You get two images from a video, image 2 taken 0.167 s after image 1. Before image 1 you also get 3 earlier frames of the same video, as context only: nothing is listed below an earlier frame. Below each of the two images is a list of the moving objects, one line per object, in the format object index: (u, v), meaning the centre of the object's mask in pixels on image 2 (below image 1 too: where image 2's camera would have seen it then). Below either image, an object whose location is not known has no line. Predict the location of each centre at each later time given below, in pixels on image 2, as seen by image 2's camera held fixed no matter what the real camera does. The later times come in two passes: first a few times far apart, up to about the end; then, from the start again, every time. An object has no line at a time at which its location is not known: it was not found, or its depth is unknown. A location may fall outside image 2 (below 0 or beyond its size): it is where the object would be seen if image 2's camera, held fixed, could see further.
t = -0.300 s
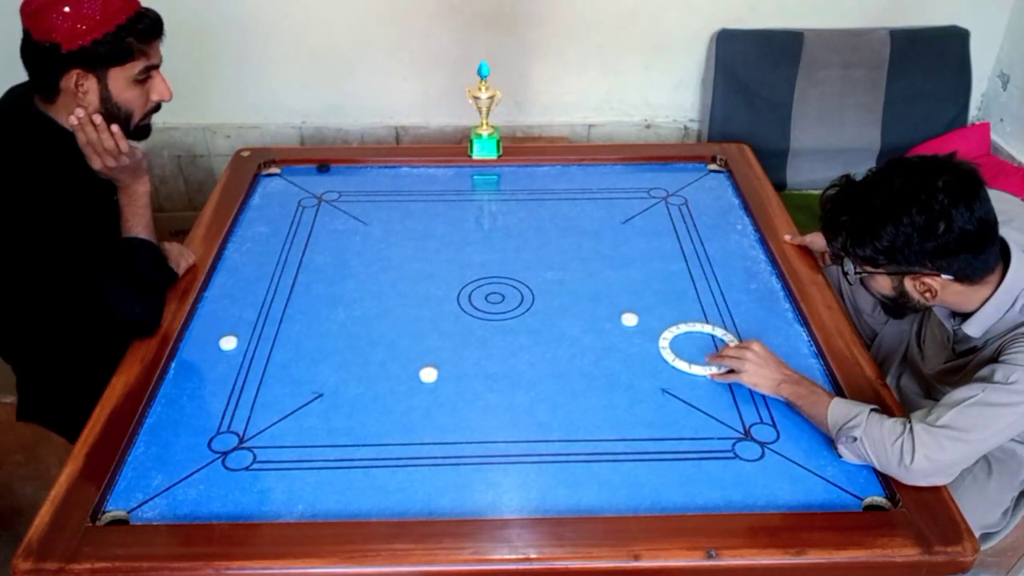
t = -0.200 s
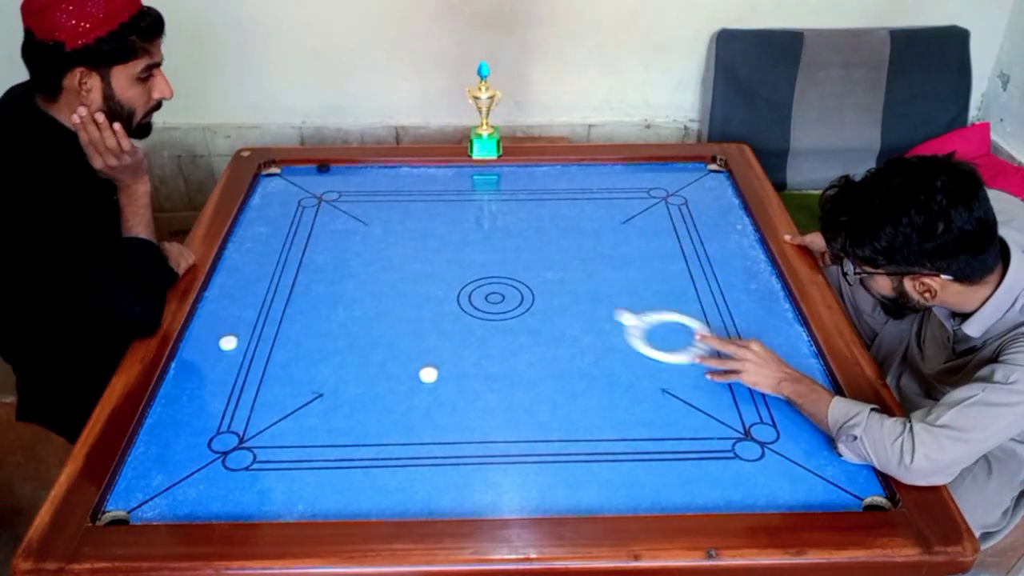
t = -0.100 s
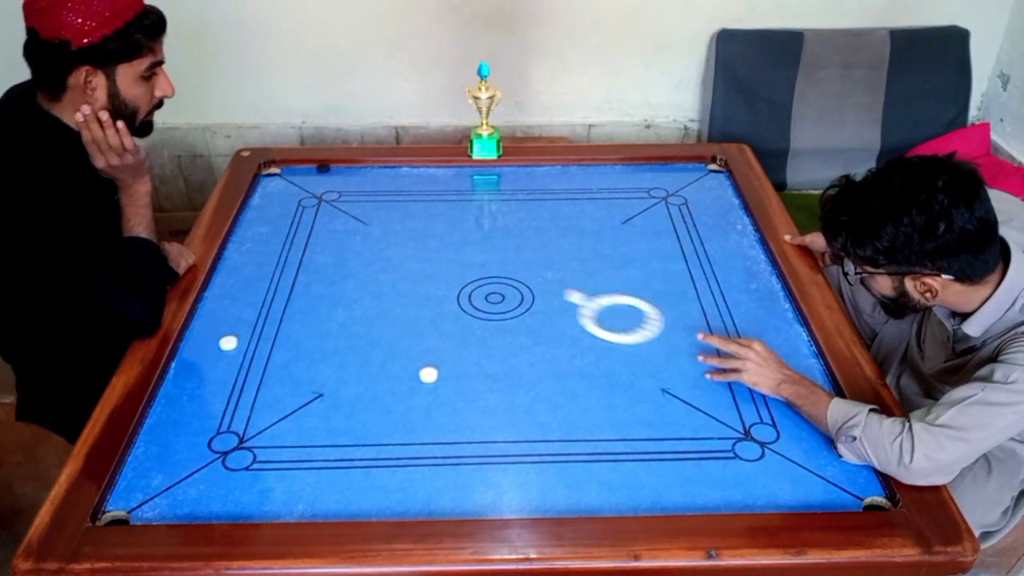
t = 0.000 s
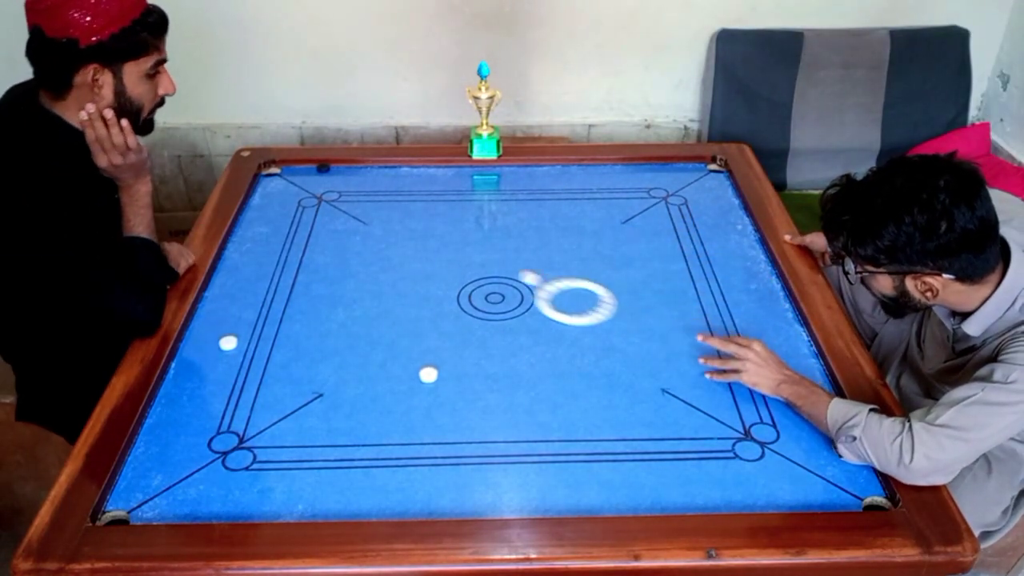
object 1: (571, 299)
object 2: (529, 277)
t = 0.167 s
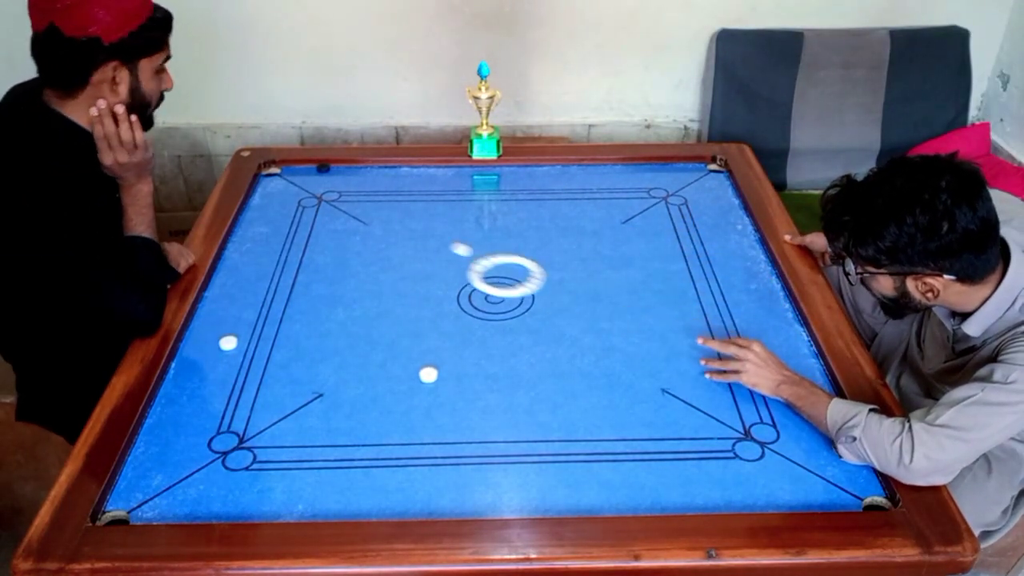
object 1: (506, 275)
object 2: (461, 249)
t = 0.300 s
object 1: (456, 257)
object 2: (411, 228)
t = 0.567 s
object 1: (367, 223)
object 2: (324, 193)
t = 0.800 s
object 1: (300, 198)
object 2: (271, 171)
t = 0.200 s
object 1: (493, 271)
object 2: (448, 243)
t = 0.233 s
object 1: (480, 266)
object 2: (435, 238)
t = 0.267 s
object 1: (468, 261)
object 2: (423, 233)
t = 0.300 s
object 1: (456, 257)
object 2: (411, 228)
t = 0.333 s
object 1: (444, 252)
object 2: (399, 224)
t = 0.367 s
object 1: (433, 248)
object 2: (388, 219)
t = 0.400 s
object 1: (421, 244)
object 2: (376, 214)
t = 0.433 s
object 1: (410, 239)
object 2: (365, 210)
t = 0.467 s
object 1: (399, 235)
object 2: (354, 205)
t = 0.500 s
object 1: (388, 231)
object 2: (344, 201)
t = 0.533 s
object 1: (377, 227)
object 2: (333, 197)
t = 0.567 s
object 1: (367, 223)
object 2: (324, 193)
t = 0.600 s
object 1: (357, 220)
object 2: (314, 189)
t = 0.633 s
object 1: (347, 216)
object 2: (303, 184)
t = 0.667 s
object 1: (337, 212)
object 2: (294, 181)
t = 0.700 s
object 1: (328, 209)
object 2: (285, 177)
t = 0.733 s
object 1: (318, 205)
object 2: (276, 173)
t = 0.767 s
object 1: (309, 202)
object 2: (269, 172)
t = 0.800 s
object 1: (300, 198)
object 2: (271, 171)
